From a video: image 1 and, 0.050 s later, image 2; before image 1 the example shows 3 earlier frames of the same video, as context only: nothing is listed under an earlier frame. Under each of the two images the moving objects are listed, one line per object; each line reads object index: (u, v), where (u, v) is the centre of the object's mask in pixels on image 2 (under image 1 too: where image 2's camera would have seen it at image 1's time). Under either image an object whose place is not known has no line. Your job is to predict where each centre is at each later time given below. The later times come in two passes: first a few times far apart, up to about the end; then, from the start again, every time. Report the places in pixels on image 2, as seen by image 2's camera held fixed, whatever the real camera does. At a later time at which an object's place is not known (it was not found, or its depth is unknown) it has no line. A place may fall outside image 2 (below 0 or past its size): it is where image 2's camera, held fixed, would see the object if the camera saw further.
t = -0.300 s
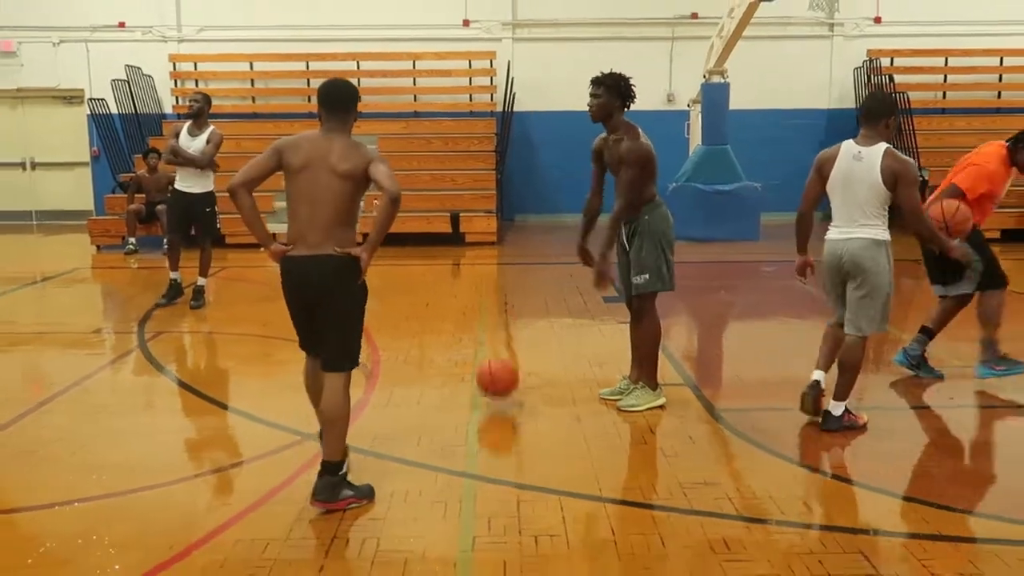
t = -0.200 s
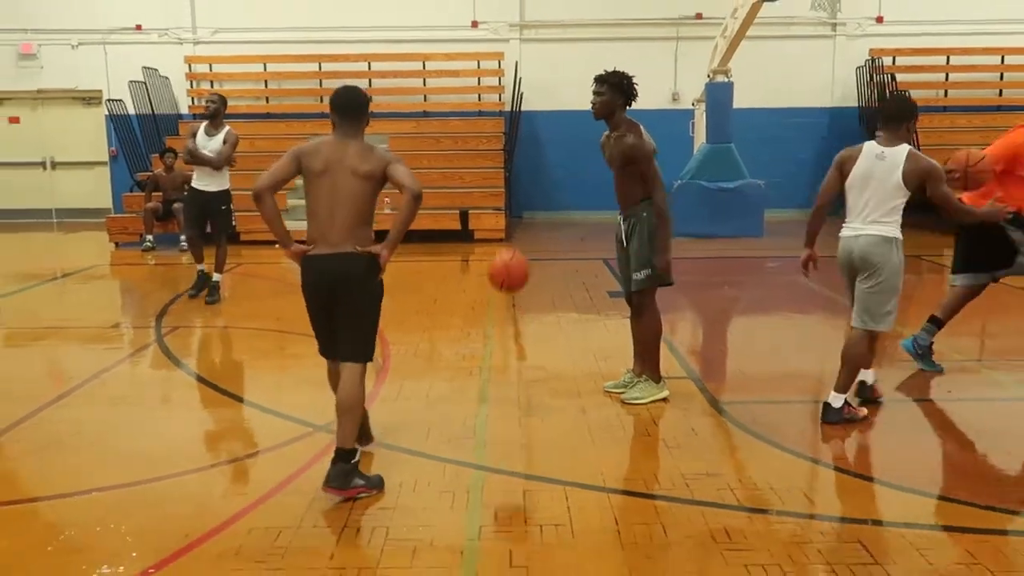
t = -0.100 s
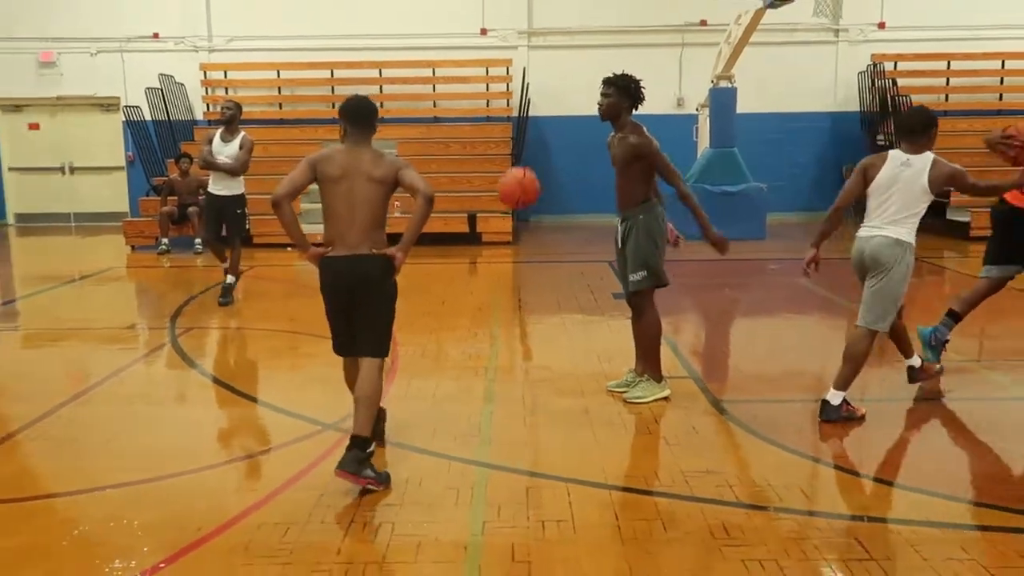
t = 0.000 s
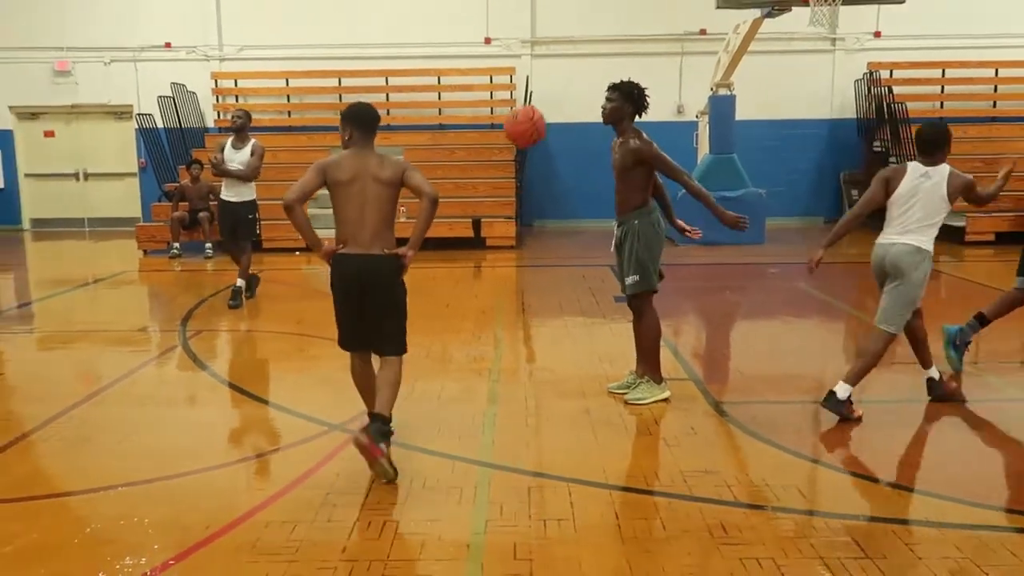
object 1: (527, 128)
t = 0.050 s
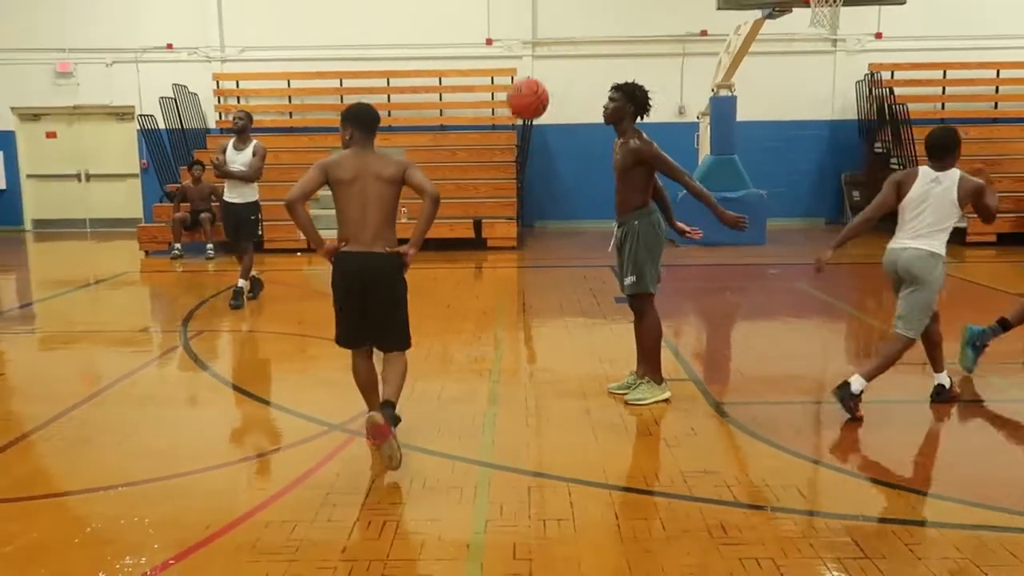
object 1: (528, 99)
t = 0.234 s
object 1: (532, 31)
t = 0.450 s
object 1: (539, 30)
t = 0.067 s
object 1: (529, 90)
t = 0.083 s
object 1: (529, 82)
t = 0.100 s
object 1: (529, 75)
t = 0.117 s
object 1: (529, 67)
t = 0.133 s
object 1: (529, 60)
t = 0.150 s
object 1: (530, 55)
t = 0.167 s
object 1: (530, 49)
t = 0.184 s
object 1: (531, 44)
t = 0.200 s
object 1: (531, 39)
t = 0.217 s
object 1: (532, 35)
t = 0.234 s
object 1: (532, 31)
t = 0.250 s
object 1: (532, 28)
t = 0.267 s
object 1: (533, 25)
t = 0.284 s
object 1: (533, 24)
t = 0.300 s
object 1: (534, 23)
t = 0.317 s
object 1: (535, 22)
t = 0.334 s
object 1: (535, 22)
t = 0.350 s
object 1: (535, 22)
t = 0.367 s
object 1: (536, 22)
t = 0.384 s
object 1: (536, 22)
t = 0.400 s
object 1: (537, 23)
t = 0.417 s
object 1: (538, 25)
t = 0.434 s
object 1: (538, 27)
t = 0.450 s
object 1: (539, 30)
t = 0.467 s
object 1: (540, 34)
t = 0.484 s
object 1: (540, 38)
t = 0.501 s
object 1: (541, 42)
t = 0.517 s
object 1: (542, 47)
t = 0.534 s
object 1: (543, 52)
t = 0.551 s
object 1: (544, 58)
